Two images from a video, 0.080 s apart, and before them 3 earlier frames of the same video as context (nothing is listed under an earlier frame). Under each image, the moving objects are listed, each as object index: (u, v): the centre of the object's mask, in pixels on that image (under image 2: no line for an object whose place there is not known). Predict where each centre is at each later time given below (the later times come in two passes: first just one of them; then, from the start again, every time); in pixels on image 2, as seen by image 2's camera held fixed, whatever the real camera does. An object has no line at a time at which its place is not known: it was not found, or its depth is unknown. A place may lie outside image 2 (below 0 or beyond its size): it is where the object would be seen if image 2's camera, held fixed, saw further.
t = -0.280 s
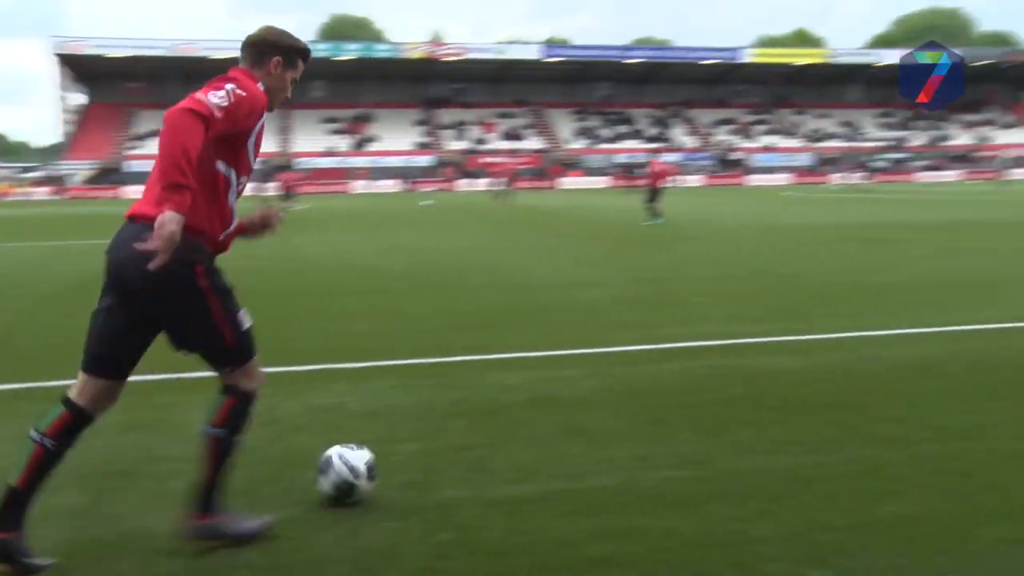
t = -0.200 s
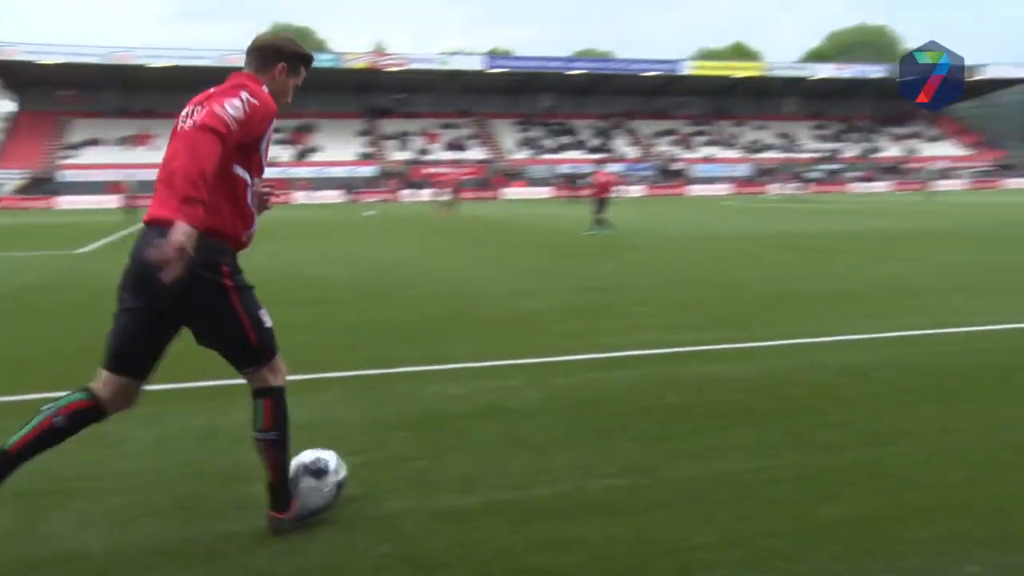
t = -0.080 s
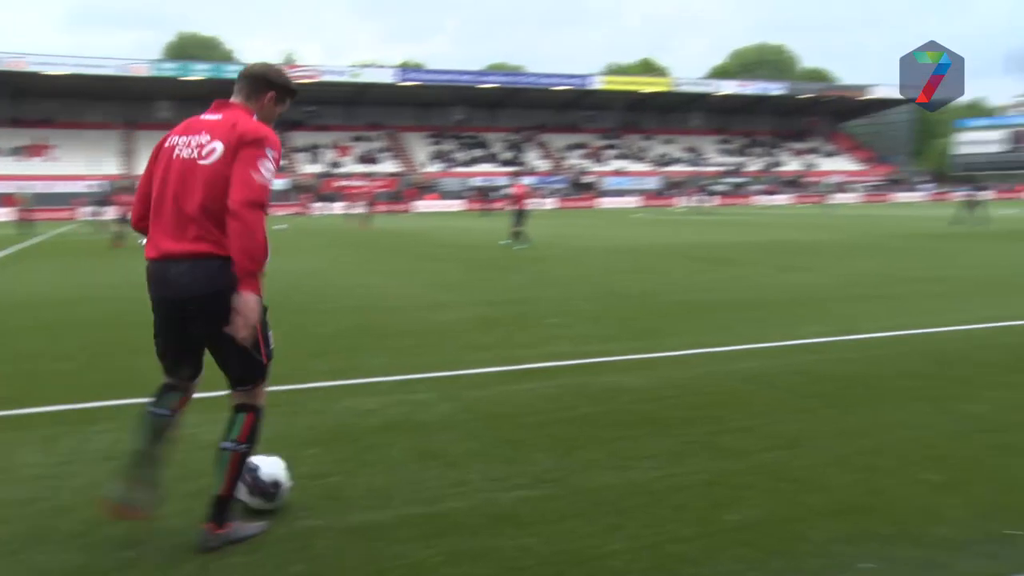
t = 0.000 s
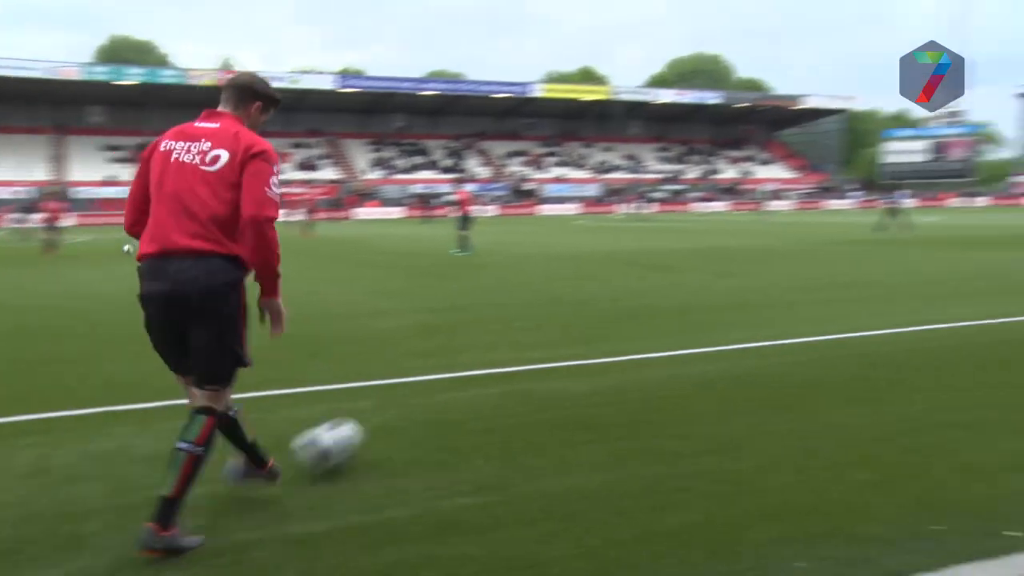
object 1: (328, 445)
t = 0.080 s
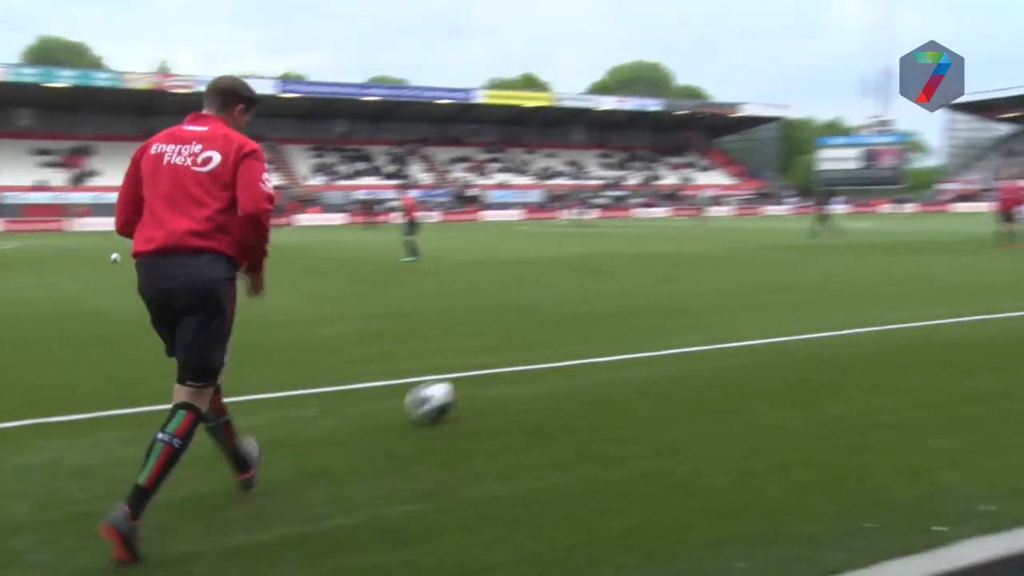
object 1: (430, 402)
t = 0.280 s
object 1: (637, 338)
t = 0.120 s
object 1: (489, 384)
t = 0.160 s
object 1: (536, 369)
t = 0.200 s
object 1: (574, 356)
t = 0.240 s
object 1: (608, 345)
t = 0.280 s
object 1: (637, 338)
